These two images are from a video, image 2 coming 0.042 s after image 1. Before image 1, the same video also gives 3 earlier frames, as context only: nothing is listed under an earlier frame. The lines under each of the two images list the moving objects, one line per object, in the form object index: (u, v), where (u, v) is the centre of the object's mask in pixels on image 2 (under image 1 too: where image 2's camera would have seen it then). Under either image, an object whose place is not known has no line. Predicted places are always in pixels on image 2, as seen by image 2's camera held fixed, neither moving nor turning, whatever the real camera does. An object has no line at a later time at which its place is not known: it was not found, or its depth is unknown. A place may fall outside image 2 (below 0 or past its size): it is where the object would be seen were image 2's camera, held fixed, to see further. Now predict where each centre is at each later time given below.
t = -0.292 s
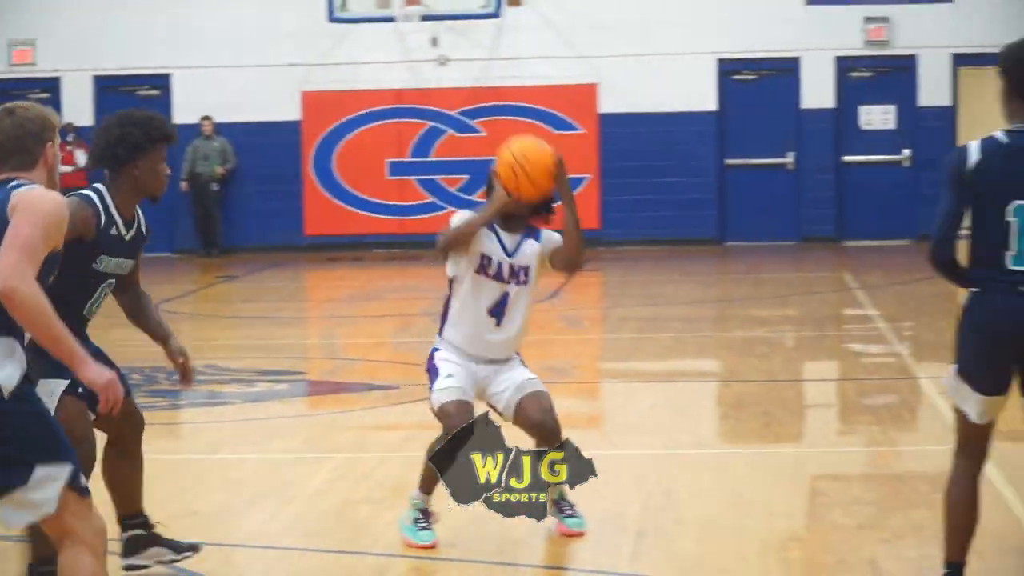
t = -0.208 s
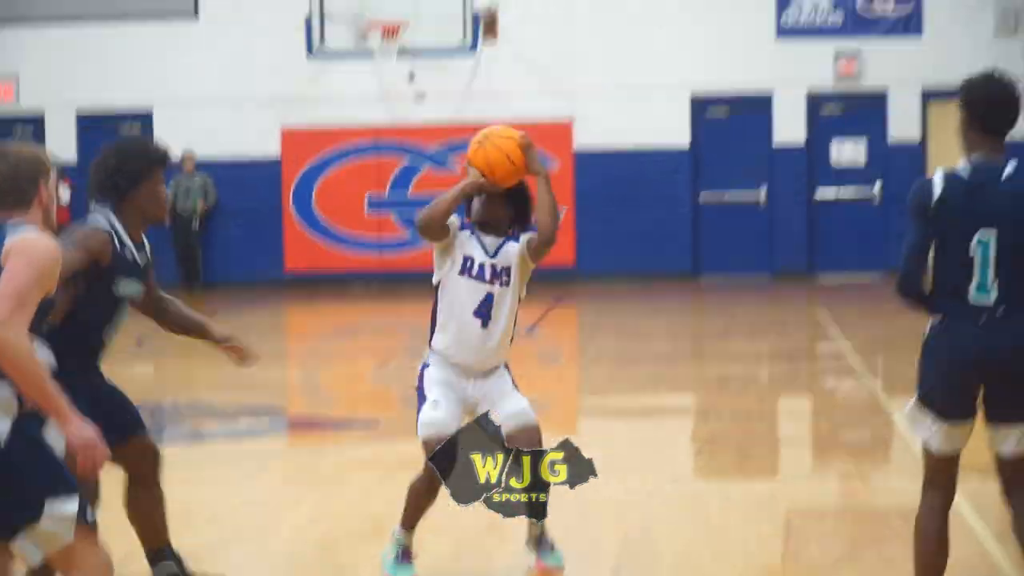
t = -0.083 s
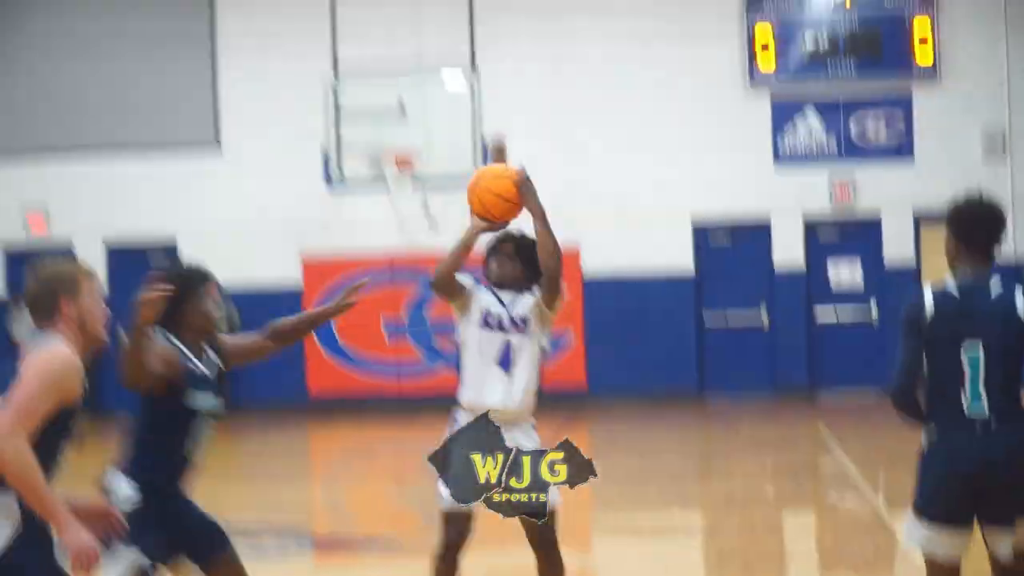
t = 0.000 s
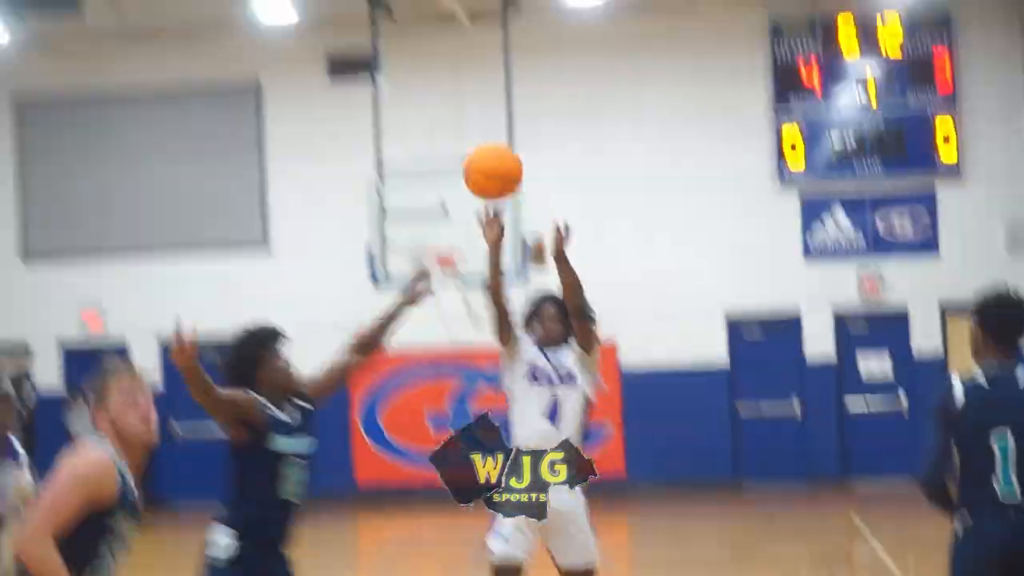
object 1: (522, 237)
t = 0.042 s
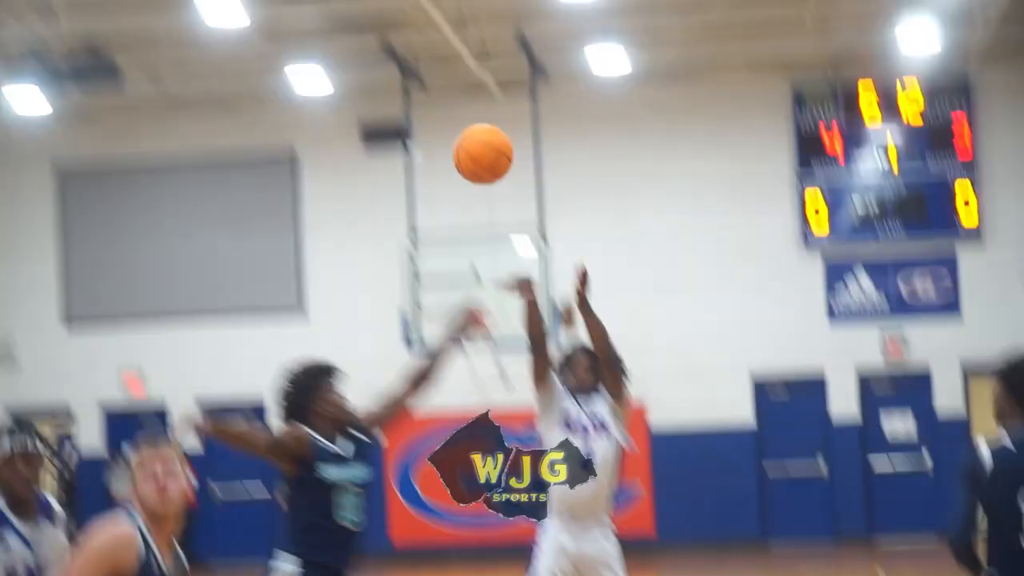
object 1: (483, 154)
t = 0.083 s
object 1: (455, 100)
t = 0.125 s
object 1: (412, 24)
